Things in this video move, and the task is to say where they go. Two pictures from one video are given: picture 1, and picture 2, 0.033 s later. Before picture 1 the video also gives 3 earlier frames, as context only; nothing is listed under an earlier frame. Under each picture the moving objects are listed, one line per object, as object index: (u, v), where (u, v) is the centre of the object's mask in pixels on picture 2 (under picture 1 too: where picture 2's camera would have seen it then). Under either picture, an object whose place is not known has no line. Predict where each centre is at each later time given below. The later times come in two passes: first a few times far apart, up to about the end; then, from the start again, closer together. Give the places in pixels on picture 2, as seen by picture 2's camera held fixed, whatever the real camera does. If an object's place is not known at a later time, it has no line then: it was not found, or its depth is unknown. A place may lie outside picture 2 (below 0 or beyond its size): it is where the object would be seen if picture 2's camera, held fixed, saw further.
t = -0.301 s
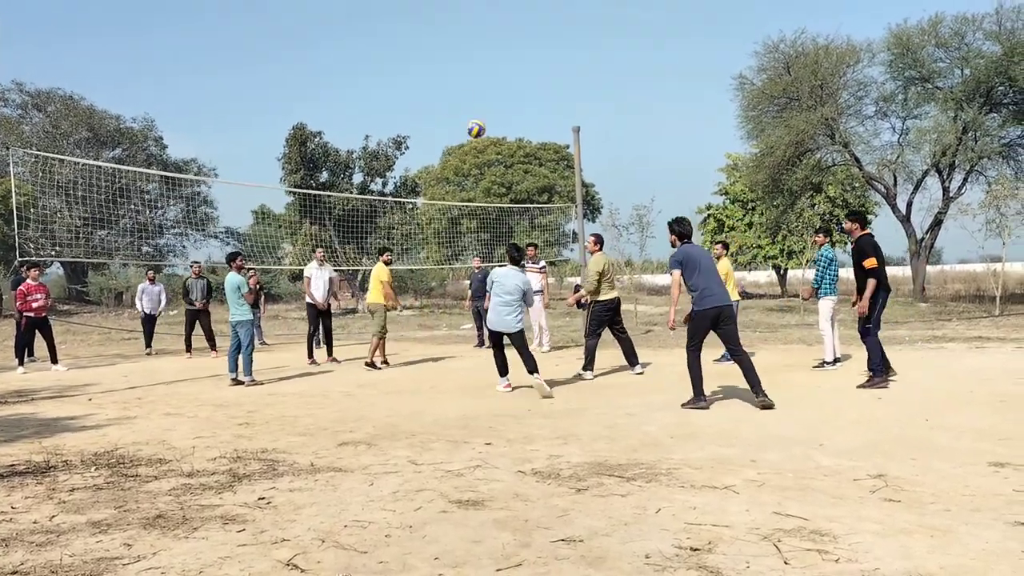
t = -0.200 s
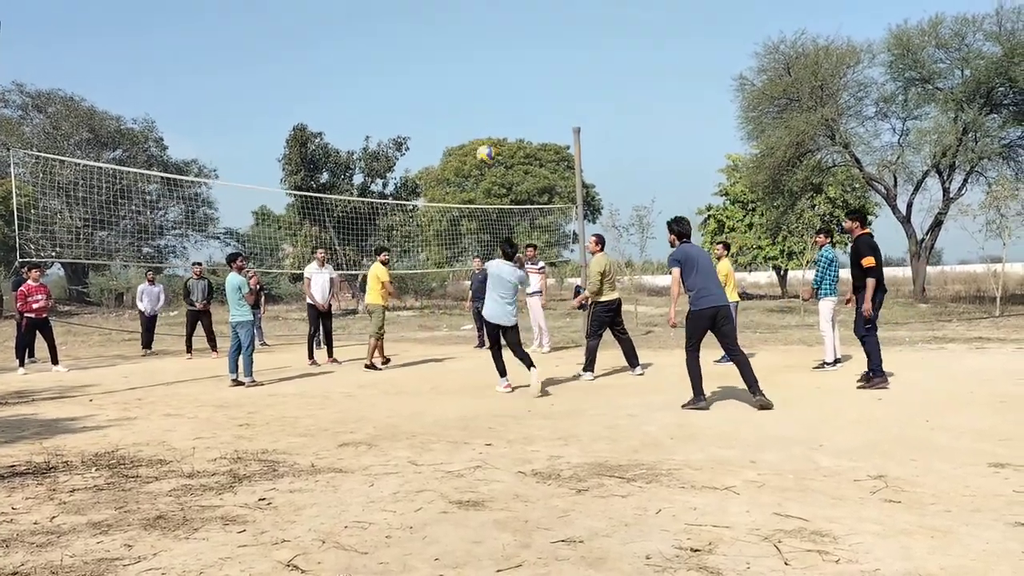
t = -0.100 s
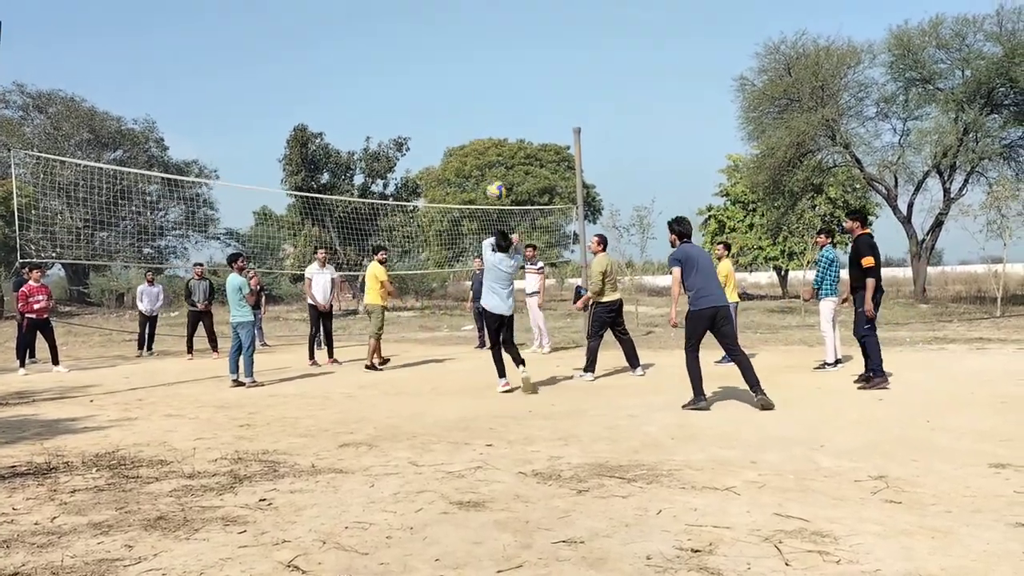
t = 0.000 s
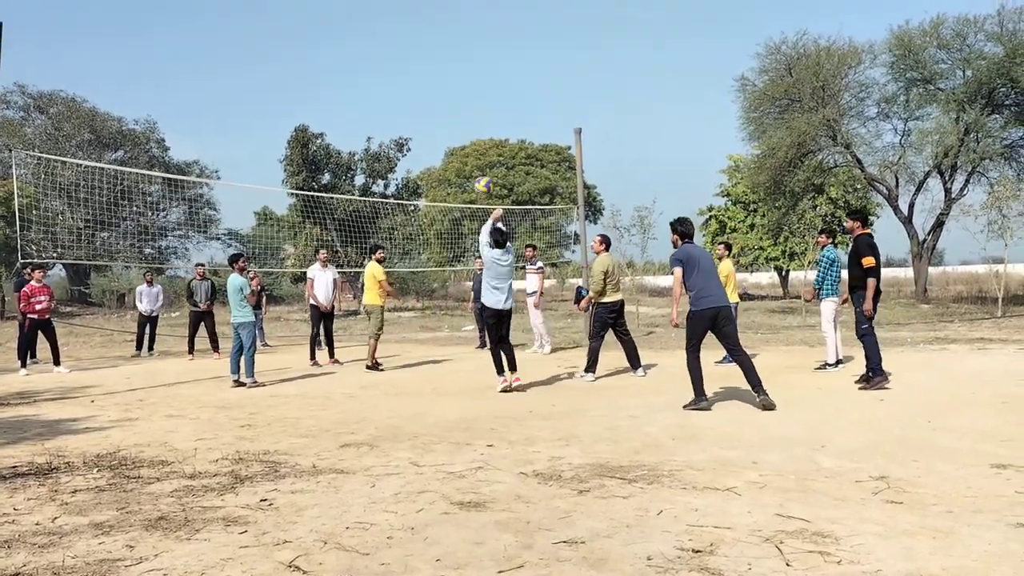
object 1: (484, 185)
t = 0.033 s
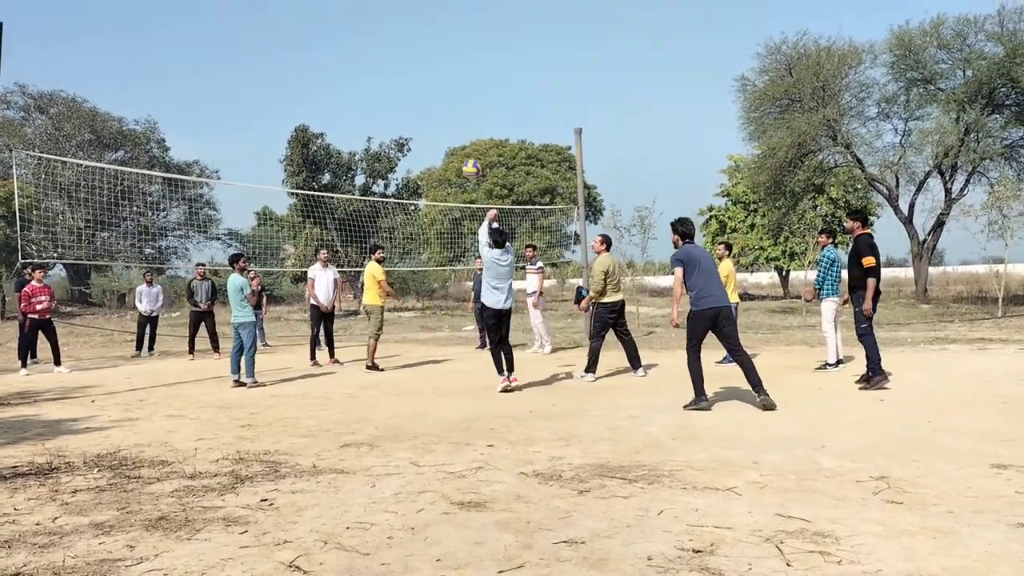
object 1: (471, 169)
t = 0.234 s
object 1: (406, 98)
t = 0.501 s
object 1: (340, 70)
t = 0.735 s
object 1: (298, 85)
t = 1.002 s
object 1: (263, 140)
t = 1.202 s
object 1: (243, 198)
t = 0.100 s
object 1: (448, 140)
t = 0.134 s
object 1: (437, 127)
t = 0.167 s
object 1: (426, 116)
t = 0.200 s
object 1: (415, 106)
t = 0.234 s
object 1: (406, 98)
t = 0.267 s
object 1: (396, 91)
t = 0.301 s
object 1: (387, 85)
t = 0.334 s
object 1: (378, 81)
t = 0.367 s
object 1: (370, 77)
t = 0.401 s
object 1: (362, 73)
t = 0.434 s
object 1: (354, 72)
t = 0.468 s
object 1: (347, 71)
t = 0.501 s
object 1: (340, 70)
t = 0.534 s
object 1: (333, 70)
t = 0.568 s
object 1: (327, 71)
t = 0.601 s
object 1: (321, 73)
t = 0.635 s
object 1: (315, 75)
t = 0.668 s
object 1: (309, 78)
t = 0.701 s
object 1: (303, 81)
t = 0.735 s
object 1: (298, 85)
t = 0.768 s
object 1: (293, 90)
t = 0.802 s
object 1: (288, 96)
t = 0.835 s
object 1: (283, 102)
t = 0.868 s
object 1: (279, 108)
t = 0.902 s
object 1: (275, 116)
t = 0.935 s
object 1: (271, 123)
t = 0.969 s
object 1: (266, 132)
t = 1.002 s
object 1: (263, 140)
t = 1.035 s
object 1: (259, 148)
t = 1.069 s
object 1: (256, 158)
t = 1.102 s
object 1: (253, 168)
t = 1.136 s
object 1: (250, 178)
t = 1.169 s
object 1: (246, 188)
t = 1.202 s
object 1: (243, 198)
